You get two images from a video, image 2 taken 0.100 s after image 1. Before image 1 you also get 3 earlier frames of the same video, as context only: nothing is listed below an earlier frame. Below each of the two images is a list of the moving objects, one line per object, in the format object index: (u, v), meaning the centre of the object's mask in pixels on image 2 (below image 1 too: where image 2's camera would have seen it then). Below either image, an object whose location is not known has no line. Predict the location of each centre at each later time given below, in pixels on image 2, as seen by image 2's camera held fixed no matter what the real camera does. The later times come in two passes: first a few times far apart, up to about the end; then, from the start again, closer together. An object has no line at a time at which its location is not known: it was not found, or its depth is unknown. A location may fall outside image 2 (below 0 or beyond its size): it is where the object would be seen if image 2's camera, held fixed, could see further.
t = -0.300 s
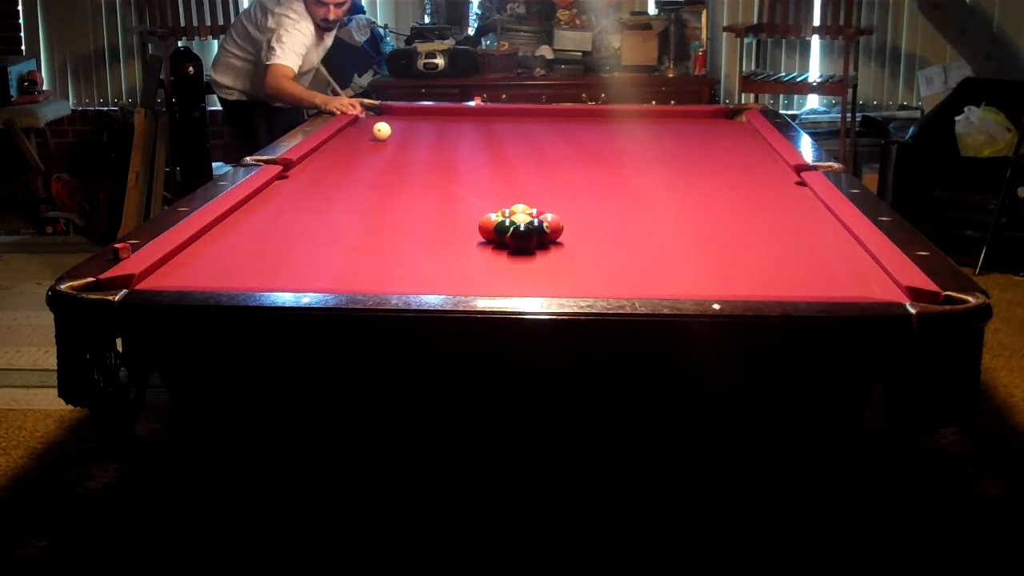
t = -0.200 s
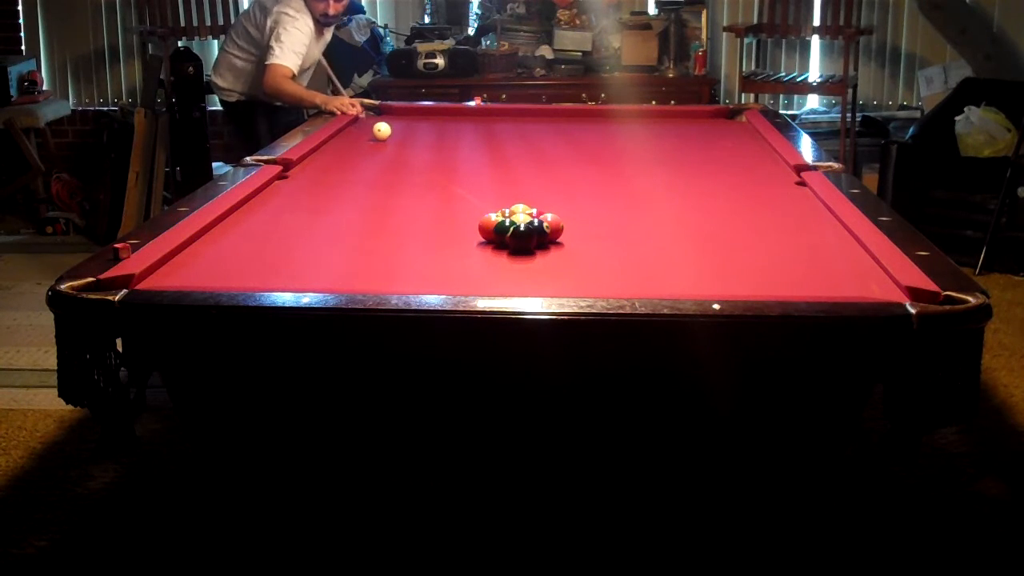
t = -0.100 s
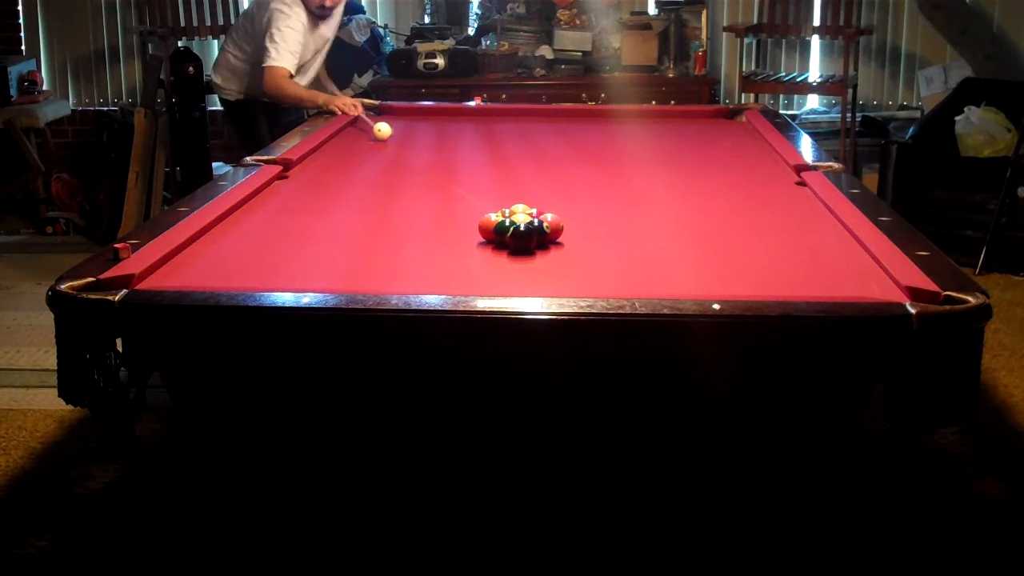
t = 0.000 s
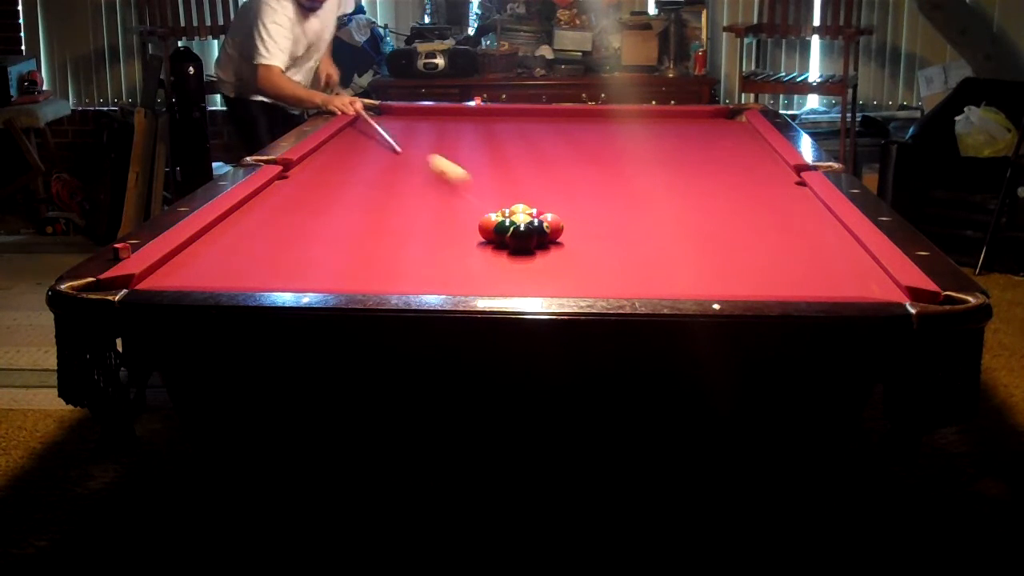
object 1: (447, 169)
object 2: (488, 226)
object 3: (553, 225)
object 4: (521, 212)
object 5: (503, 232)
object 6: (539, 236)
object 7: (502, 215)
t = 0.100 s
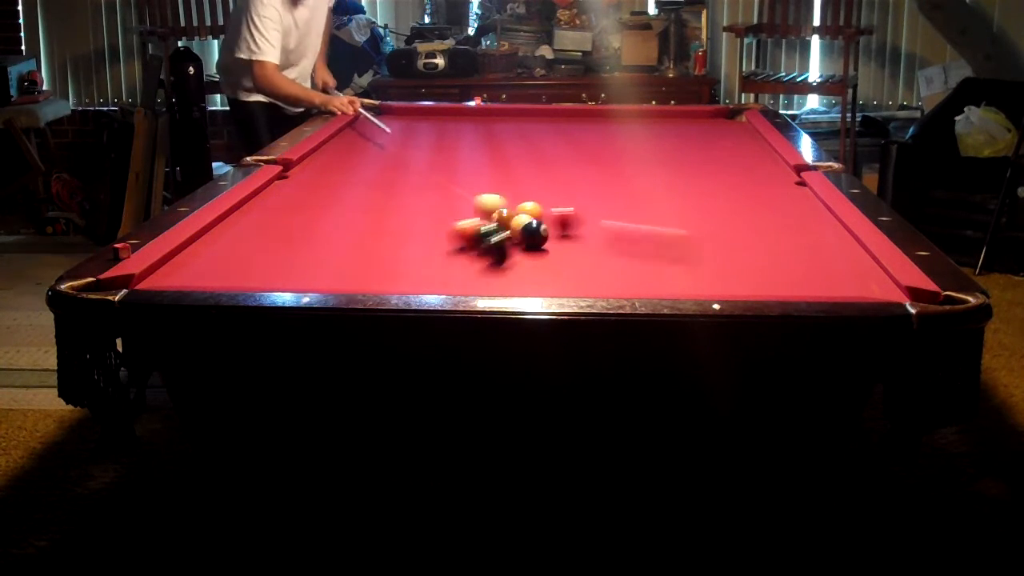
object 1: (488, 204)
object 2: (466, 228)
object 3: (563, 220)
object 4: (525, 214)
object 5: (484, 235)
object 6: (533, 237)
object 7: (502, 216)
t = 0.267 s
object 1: (420, 204)
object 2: (362, 258)
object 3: (662, 215)
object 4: (536, 224)
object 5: (408, 258)
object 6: (529, 241)
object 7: (496, 222)
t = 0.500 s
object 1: (347, 199)
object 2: (237, 274)
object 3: (776, 207)
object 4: (547, 236)
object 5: (245, 252)
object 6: (521, 248)
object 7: (487, 222)
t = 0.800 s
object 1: (268, 192)
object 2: (220, 249)
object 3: (746, 197)
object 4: (563, 241)
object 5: (279, 249)
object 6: (512, 258)
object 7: (478, 222)
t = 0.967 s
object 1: (295, 192)
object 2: (226, 238)
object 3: (702, 190)
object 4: (571, 244)
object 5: (305, 232)
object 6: (507, 263)
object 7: (476, 222)
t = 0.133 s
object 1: (474, 206)
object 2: (447, 235)
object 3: (586, 219)
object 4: (520, 224)
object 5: (470, 239)
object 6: (533, 236)
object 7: (501, 222)
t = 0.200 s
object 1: (445, 205)
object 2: (402, 247)
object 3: (627, 217)
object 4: (528, 221)
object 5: (439, 251)
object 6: (531, 238)
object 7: (499, 222)
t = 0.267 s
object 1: (420, 204)
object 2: (362, 258)
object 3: (662, 215)
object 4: (536, 224)
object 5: (408, 258)
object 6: (529, 241)
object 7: (496, 222)
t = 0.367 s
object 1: (388, 202)
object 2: (302, 273)
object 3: (713, 211)
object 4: (542, 231)
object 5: (341, 262)
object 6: (525, 244)
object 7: (492, 222)
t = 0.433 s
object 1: (367, 201)
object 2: (257, 278)
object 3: (744, 211)
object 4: (544, 234)
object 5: (291, 257)
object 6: (523, 246)
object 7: (489, 222)
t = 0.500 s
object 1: (347, 199)
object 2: (237, 274)
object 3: (776, 207)
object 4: (547, 236)
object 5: (245, 252)
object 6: (521, 248)
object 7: (487, 222)
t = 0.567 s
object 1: (326, 197)
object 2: (222, 270)
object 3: (806, 206)
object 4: (551, 237)
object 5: (198, 252)
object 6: (519, 251)
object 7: (484, 222)
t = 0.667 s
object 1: (297, 195)
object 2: (194, 263)
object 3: (785, 202)
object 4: (556, 239)
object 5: (225, 246)
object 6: (516, 254)
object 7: (481, 222)
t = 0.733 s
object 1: (277, 193)
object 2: (194, 248)
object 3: (765, 198)
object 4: (560, 240)
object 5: (253, 250)
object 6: (514, 256)
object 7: (480, 222)
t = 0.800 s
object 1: (268, 192)
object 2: (220, 249)
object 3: (746, 197)
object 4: (563, 241)
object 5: (279, 249)
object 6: (512, 258)
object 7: (478, 222)
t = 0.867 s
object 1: (280, 192)
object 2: (239, 245)
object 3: (729, 194)
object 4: (566, 243)
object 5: (276, 242)
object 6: (510, 260)
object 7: (477, 222)
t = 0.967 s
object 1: (295, 192)
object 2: (226, 238)
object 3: (702, 190)
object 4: (571, 244)
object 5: (305, 232)
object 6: (507, 263)
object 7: (476, 222)
